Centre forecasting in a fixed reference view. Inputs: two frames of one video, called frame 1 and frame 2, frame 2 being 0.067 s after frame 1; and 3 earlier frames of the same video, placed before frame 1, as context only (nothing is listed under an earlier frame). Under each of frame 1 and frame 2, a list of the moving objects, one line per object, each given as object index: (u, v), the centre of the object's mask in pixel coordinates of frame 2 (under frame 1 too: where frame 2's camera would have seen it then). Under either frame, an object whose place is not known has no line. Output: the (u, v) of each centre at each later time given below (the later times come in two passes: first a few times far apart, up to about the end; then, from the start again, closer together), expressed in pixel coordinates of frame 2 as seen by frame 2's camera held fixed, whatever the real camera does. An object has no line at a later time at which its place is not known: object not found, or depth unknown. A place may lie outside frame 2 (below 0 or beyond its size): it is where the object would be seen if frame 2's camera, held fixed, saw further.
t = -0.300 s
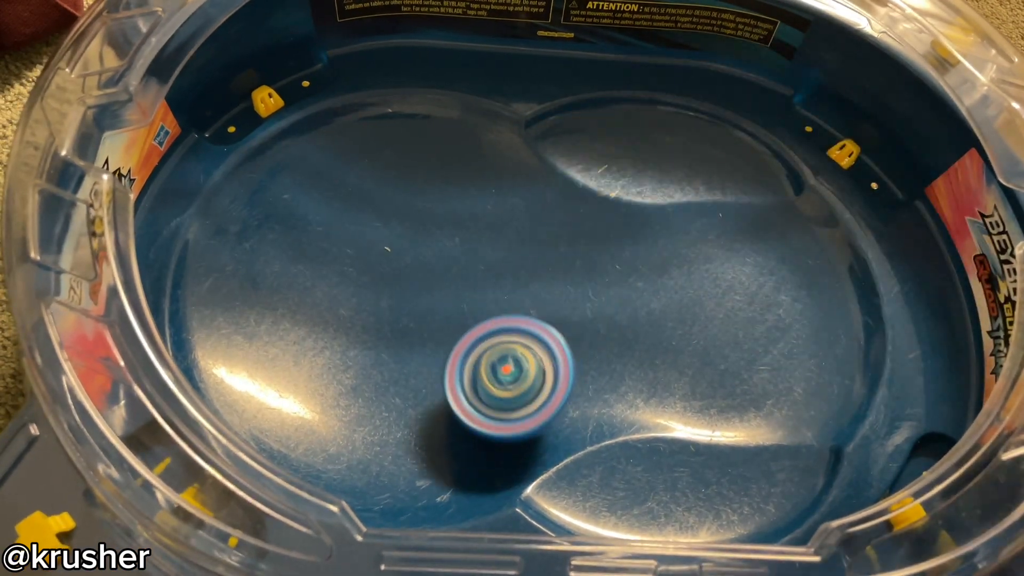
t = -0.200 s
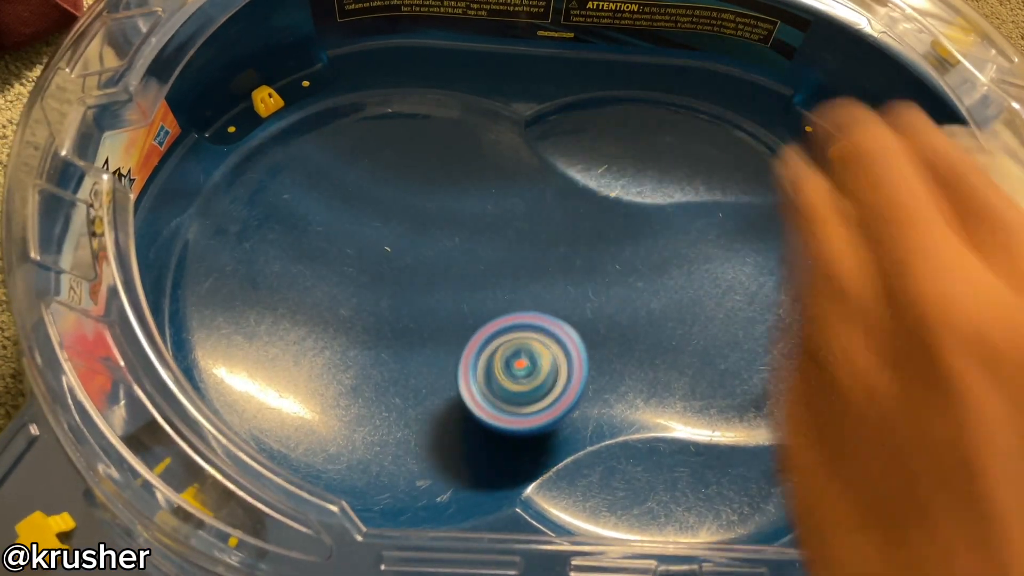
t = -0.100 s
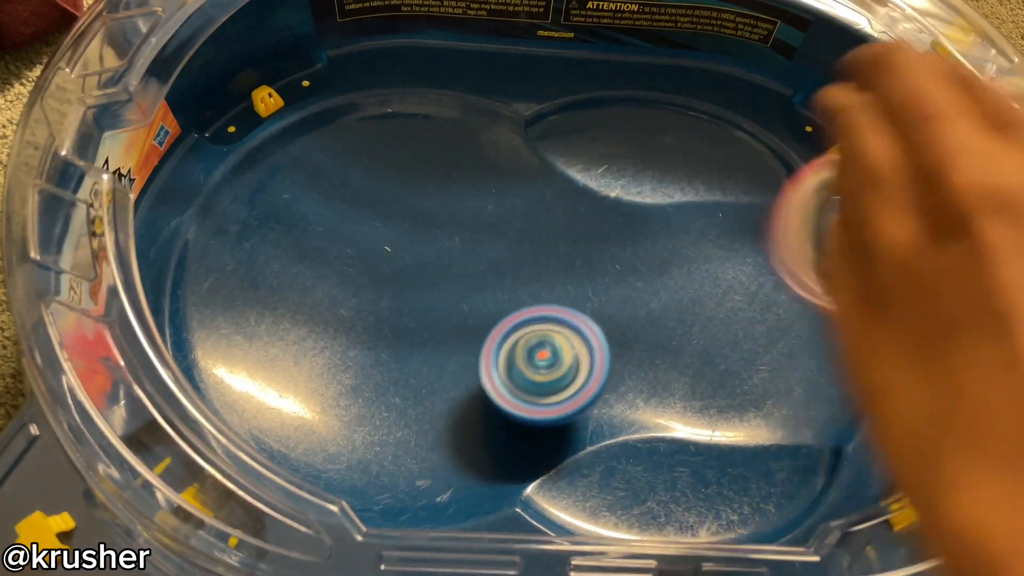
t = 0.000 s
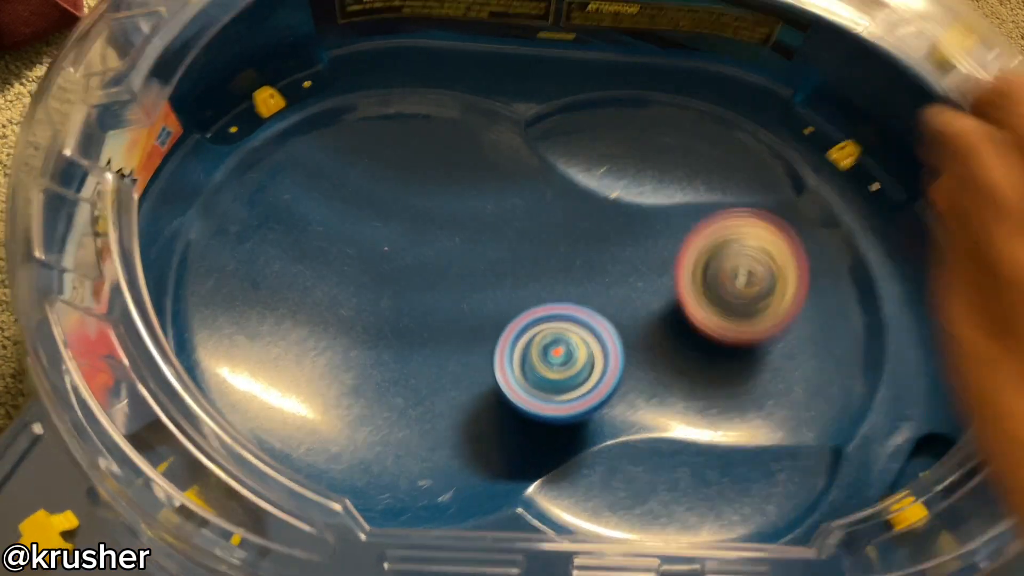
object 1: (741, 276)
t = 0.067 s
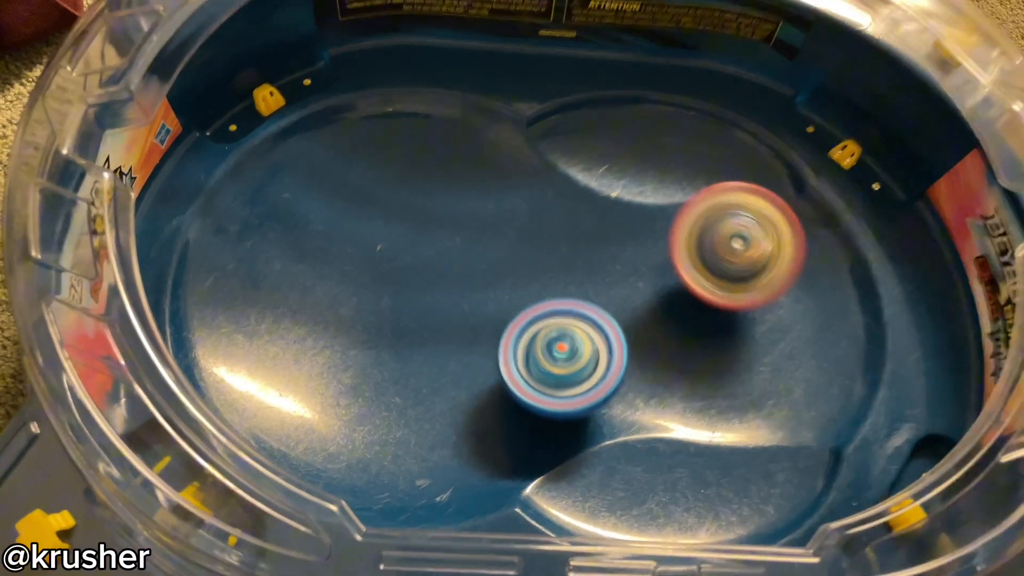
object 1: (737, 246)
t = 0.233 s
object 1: (743, 236)
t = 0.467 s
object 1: (814, 252)
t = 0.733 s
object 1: (753, 348)
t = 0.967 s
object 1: (832, 389)
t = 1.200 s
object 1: (640, 240)
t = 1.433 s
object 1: (460, 158)
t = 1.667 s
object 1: (279, 320)
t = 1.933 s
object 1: (581, 348)
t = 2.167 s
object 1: (765, 180)
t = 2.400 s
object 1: (575, 133)
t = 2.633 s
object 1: (354, 289)
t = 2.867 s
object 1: (450, 433)
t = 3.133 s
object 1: (623, 287)
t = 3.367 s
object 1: (450, 288)
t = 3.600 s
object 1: (312, 365)
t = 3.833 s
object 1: (490, 394)
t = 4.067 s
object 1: (479, 218)
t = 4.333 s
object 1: (260, 249)
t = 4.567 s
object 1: (415, 410)
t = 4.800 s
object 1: (522, 305)
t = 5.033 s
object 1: (449, 176)
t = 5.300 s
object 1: (309, 301)
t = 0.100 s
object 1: (725, 244)
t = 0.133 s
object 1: (723, 238)
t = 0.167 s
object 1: (725, 235)
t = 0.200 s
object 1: (731, 234)
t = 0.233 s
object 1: (743, 236)
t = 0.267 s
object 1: (760, 240)
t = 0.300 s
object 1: (781, 246)
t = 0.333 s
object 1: (805, 250)
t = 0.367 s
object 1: (823, 250)
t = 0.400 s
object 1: (830, 250)
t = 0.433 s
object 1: (827, 252)
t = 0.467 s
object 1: (814, 252)
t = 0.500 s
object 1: (794, 250)
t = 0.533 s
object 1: (774, 250)
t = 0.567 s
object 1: (758, 255)
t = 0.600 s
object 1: (746, 264)
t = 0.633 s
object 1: (740, 279)
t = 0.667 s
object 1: (739, 298)
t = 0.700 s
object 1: (743, 321)
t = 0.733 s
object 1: (753, 348)
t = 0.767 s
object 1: (769, 377)
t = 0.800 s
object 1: (792, 401)
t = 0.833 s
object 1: (813, 412)
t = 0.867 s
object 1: (823, 417)
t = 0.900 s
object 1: (832, 415)
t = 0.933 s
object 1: (834, 405)
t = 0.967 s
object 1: (832, 389)
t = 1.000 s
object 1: (821, 367)
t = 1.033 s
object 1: (804, 336)
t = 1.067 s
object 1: (781, 307)
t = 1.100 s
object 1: (753, 283)
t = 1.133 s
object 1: (721, 265)
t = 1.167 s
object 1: (684, 251)
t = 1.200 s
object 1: (640, 240)
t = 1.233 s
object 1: (592, 233)
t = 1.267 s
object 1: (536, 228)
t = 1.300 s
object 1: (481, 226)
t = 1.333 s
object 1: (471, 207)
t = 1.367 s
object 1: (474, 184)
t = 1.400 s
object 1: (472, 168)
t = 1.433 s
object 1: (460, 158)
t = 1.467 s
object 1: (439, 156)
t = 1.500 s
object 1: (413, 160)
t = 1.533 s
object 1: (383, 172)
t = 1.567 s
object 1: (349, 194)
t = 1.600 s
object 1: (319, 226)
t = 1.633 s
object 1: (293, 268)
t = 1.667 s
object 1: (279, 320)
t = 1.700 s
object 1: (280, 370)
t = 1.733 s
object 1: (312, 415)
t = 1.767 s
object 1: (341, 452)
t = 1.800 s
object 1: (394, 463)
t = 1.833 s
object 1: (447, 460)
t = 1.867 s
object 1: (497, 431)
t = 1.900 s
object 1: (541, 398)
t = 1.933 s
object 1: (581, 348)
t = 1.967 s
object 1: (617, 309)
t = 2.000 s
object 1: (657, 298)
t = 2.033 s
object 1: (691, 282)
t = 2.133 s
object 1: (758, 206)
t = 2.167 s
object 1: (765, 180)
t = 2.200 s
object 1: (757, 155)
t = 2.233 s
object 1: (733, 141)
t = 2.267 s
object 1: (703, 134)
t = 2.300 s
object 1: (674, 123)
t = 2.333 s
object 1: (641, 121)
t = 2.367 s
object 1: (606, 124)
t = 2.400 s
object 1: (575, 133)
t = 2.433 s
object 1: (546, 149)
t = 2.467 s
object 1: (517, 175)
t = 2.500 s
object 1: (482, 201)
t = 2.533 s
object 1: (447, 224)
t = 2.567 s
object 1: (411, 244)
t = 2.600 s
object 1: (380, 265)
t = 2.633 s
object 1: (354, 289)
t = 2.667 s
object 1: (338, 315)
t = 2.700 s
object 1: (331, 342)
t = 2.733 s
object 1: (336, 370)
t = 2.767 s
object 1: (352, 394)
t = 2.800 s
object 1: (380, 416)
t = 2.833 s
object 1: (411, 430)
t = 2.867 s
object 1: (450, 433)
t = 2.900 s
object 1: (491, 426)
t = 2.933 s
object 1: (530, 410)
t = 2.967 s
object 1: (566, 391)
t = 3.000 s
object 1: (597, 368)
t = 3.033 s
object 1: (619, 342)
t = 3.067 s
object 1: (632, 316)
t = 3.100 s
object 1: (636, 293)
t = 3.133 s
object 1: (623, 287)
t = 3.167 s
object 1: (603, 287)
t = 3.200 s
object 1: (580, 285)
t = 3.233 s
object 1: (555, 284)
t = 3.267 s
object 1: (530, 283)
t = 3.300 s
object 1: (503, 284)
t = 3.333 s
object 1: (477, 286)
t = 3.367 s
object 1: (450, 288)
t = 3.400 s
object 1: (421, 291)
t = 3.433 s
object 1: (390, 295)
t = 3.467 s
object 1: (361, 303)
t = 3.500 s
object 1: (337, 314)
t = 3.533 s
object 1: (320, 328)
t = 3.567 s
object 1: (312, 345)
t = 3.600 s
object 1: (312, 365)
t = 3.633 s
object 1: (321, 386)
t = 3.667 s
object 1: (340, 405)
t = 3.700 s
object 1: (366, 421)
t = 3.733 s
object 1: (396, 429)
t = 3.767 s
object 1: (429, 427)
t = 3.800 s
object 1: (462, 414)
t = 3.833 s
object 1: (490, 394)
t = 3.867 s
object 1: (511, 368)
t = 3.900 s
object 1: (522, 339)
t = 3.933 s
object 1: (525, 312)
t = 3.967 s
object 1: (521, 286)
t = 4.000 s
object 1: (511, 262)
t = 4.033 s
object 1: (498, 238)
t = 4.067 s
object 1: (479, 218)
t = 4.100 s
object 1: (455, 201)
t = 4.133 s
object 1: (426, 188)
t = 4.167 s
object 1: (396, 180)
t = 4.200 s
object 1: (364, 179)
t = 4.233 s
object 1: (333, 186)
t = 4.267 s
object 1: (303, 200)
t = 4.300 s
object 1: (278, 222)
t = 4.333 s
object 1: (260, 249)
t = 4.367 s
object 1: (252, 282)
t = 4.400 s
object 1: (256, 317)
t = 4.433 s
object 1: (271, 351)
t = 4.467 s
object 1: (300, 379)
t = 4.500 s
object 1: (336, 399)
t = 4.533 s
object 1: (377, 410)
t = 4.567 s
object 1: (415, 410)
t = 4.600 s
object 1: (453, 400)
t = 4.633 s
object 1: (485, 386)
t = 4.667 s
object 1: (496, 376)
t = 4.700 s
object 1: (503, 365)
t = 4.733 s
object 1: (511, 348)
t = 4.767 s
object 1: (518, 328)
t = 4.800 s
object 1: (522, 305)
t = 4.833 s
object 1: (524, 281)
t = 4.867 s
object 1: (525, 258)
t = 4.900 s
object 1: (521, 234)
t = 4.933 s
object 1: (510, 213)
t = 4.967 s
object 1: (494, 197)
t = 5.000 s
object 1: (472, 184)
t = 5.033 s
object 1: (449, 176)
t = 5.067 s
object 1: (422, 171)
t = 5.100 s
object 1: (396, 172)
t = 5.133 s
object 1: (369, 179)
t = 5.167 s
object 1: (346, 193)
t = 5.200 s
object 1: (324, 215)
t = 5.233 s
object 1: (312, 241)
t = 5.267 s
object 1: (306, 271)
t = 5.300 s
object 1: (309, 301)
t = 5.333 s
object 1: (321, 328)
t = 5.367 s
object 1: (342, 352)
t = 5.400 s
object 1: (369, 370)
